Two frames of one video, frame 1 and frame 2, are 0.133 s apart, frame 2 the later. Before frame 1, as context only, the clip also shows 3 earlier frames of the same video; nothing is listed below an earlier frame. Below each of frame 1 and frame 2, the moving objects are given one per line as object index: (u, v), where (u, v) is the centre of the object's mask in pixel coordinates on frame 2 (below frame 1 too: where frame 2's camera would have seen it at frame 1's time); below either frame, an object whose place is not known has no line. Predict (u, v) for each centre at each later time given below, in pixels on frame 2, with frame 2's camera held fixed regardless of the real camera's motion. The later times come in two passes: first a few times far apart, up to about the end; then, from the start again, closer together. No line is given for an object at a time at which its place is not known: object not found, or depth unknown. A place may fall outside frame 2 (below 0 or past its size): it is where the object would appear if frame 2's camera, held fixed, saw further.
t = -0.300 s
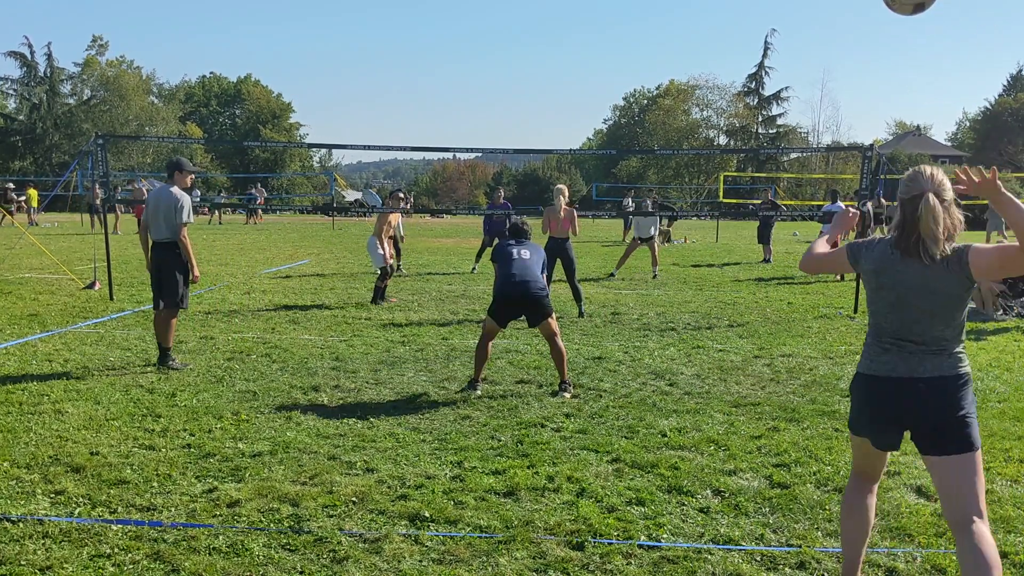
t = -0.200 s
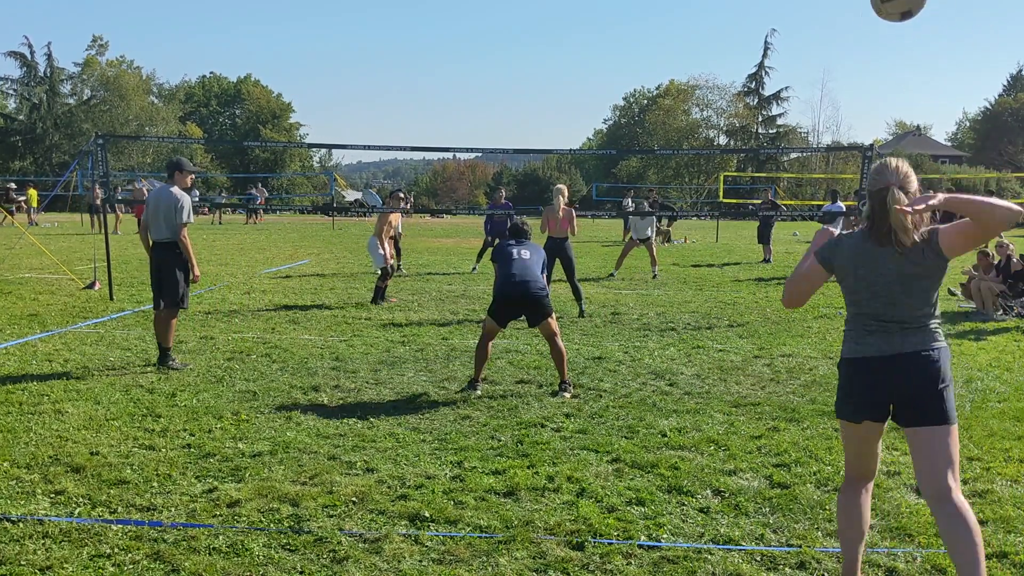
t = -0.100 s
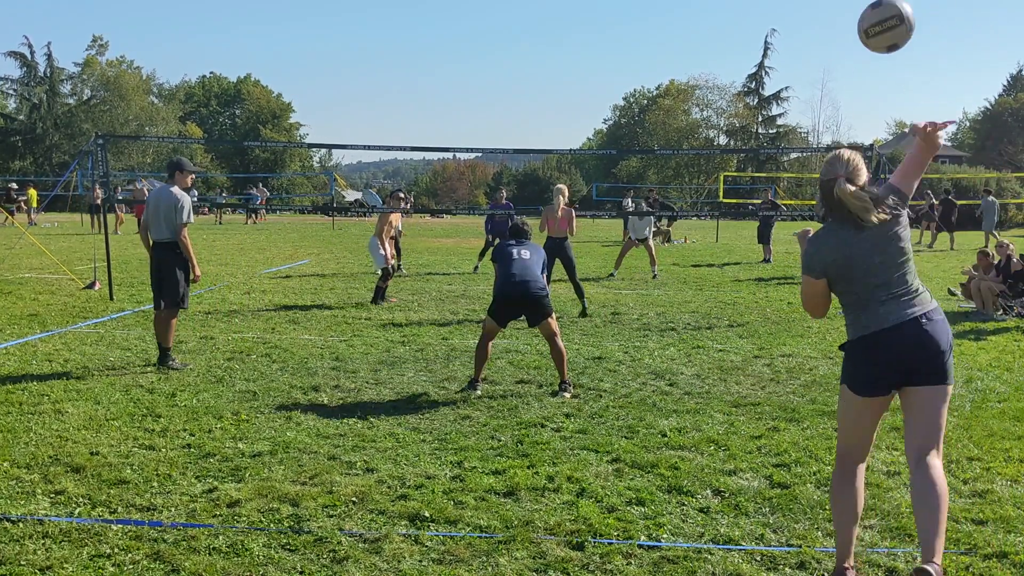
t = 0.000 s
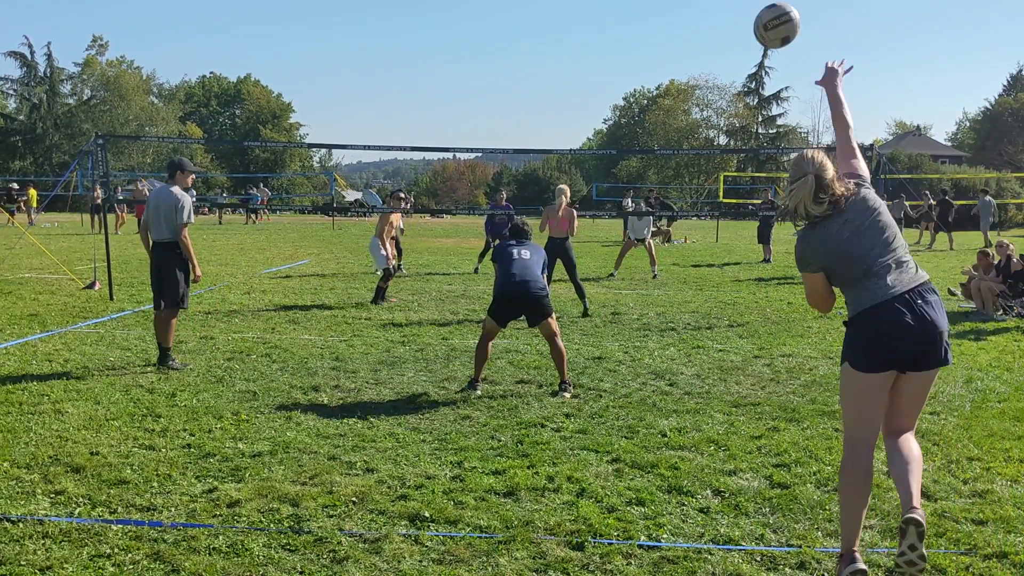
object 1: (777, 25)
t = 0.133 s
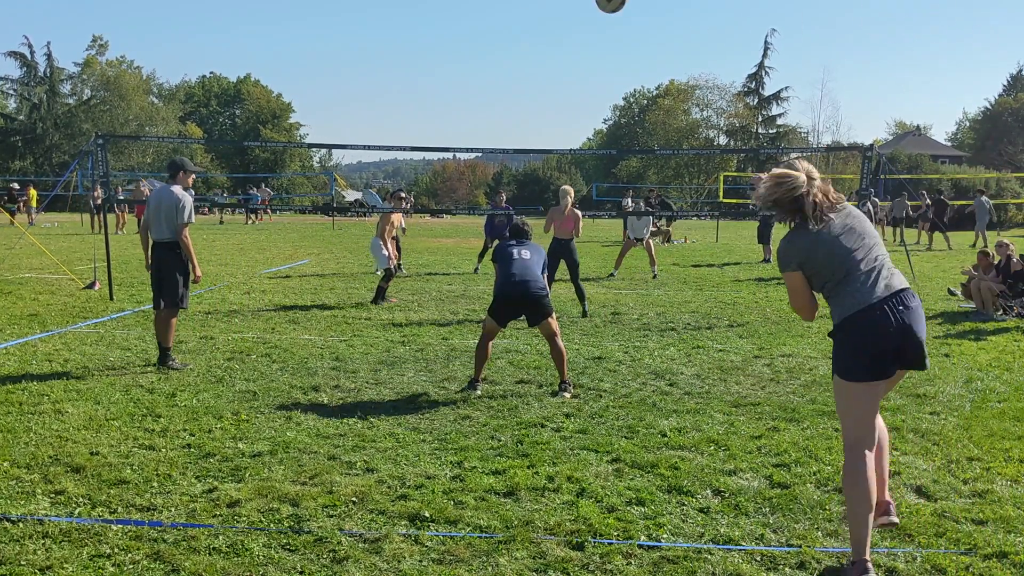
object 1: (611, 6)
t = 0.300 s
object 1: (501, 6)
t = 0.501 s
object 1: (420, 42)
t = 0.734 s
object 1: (353, 107)
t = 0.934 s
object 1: (310, 172)
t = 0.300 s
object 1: (501, 6)
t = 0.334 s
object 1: (485, 8)
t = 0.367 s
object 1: (470, 12)
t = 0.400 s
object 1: (457, 19)
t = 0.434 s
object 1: (444, 27)
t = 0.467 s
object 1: (432, 34)
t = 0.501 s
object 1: (420, 42)
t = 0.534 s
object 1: (409, 51)
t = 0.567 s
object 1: (398, 59)
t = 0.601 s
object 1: (389, 68)
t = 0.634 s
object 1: (379, 78)
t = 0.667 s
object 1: (370, 87)
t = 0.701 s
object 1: (361, 97)
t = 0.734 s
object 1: (353, 107)
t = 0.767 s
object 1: (344, 118)
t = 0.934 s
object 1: (310, 172)
